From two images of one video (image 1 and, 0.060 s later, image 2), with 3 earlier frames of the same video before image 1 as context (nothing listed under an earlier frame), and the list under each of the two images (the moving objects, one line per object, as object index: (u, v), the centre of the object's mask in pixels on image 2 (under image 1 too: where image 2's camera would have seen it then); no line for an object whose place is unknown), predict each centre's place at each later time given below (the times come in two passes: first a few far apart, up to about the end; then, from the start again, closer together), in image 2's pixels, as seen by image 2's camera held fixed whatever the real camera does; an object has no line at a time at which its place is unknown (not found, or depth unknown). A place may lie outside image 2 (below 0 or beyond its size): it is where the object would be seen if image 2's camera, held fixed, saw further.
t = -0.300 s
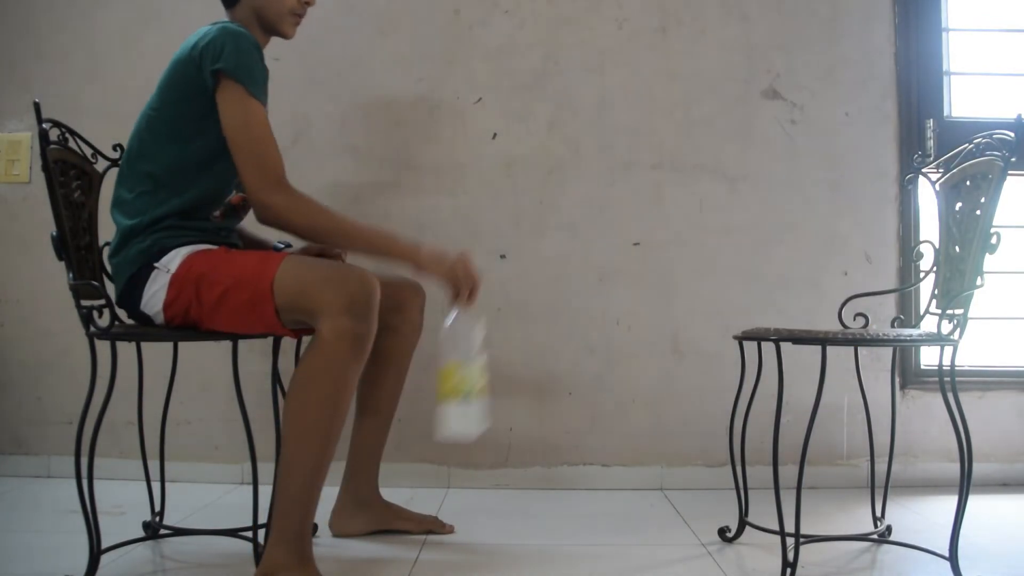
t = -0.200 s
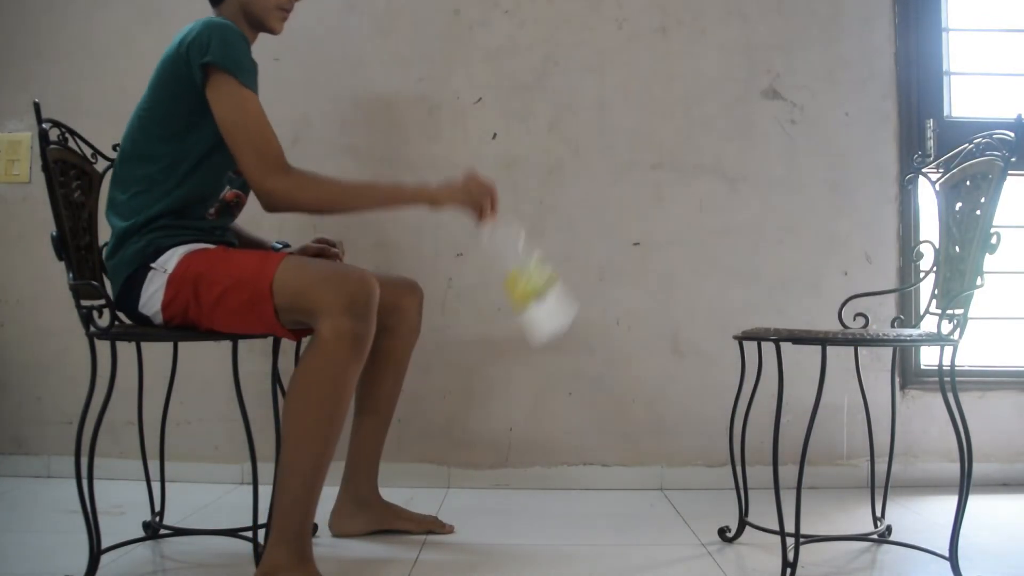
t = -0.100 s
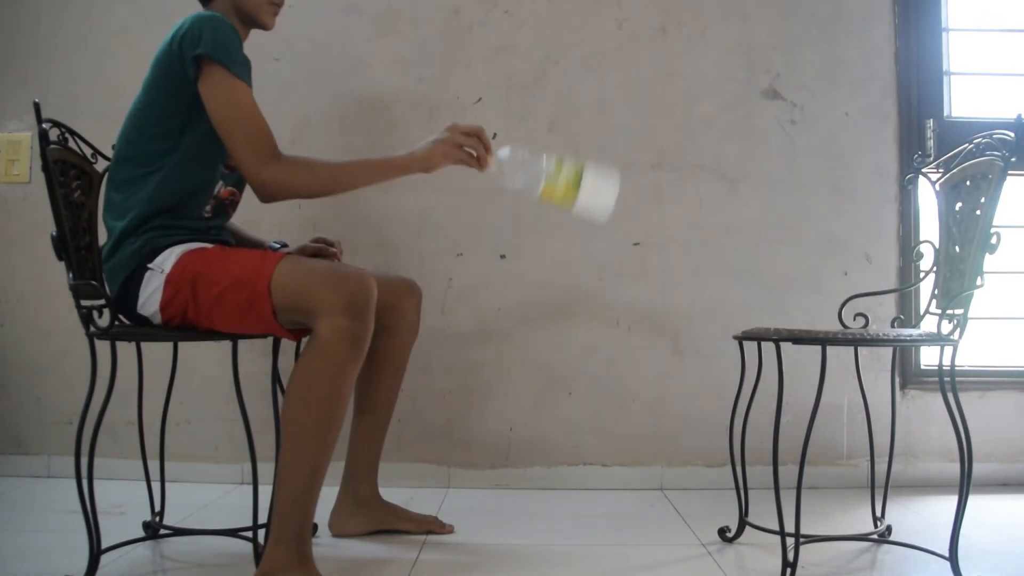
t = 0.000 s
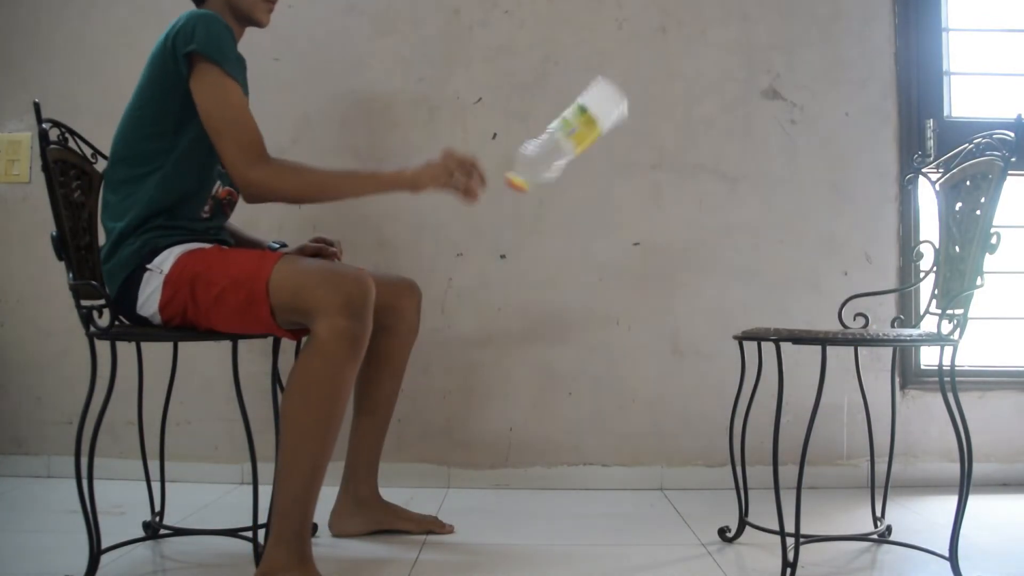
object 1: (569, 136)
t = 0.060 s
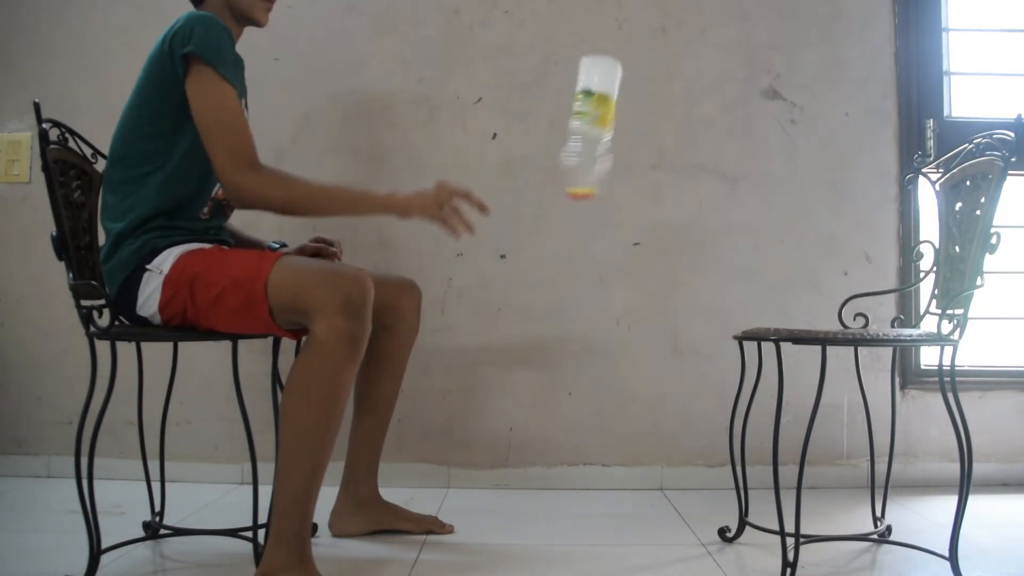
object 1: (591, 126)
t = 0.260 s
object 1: (627, 127)
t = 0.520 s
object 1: (588, 501)
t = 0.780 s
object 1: (554, 554)
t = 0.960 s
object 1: (553, 556)
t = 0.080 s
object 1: (600, 123)
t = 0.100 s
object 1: (609, 119)
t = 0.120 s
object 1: (617, 115)
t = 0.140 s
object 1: (623, 111)
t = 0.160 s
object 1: (627, 109)
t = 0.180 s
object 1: (630, 108)
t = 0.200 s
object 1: (631, 109)
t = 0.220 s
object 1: (630, 113)
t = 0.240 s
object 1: (629, 118)
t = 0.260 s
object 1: (627, 127)
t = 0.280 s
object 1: (625, 139)
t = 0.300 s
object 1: (622, 153)
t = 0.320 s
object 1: (618, 171)
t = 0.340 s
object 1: (615, 190)
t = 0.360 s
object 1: (612, 213)
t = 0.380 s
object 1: (608, 240)
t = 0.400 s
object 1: (605, 269)
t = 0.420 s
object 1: (602, 302)
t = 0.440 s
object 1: (599, 338)
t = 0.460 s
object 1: (597, 377)
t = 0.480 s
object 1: (594, 411)
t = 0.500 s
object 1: (590, 446)
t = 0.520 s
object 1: (588, 501)
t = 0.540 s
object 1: (579, 517)
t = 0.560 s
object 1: (575, 521)
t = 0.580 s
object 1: (570, 525)
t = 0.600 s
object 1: (562, 532)
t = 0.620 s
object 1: (561, 539)
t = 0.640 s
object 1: (562, 547)
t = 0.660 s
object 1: (556, 554)
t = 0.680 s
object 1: (555, 554)
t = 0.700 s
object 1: (554, 555)
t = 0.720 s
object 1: (554, 554)
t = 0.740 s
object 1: (554, 555)
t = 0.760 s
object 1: (553, 554)
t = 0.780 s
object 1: (554, 554)
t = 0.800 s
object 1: (553, 554)
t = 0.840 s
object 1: (554, 554)
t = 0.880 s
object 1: (553, 555)
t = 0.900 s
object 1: (553, 555)
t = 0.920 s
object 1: (553, 555)
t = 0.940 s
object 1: (553, 556)
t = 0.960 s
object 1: (553, 556)
